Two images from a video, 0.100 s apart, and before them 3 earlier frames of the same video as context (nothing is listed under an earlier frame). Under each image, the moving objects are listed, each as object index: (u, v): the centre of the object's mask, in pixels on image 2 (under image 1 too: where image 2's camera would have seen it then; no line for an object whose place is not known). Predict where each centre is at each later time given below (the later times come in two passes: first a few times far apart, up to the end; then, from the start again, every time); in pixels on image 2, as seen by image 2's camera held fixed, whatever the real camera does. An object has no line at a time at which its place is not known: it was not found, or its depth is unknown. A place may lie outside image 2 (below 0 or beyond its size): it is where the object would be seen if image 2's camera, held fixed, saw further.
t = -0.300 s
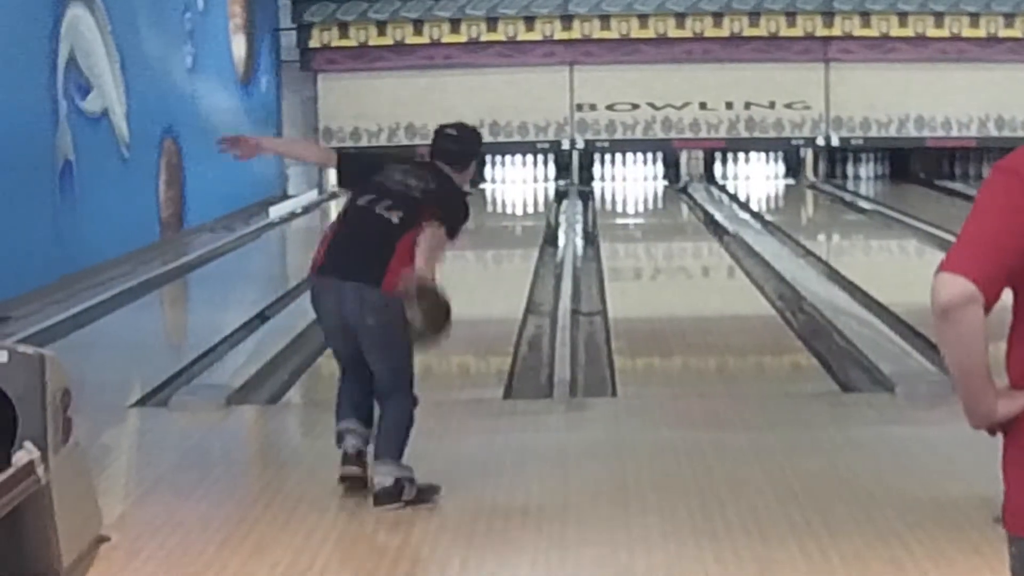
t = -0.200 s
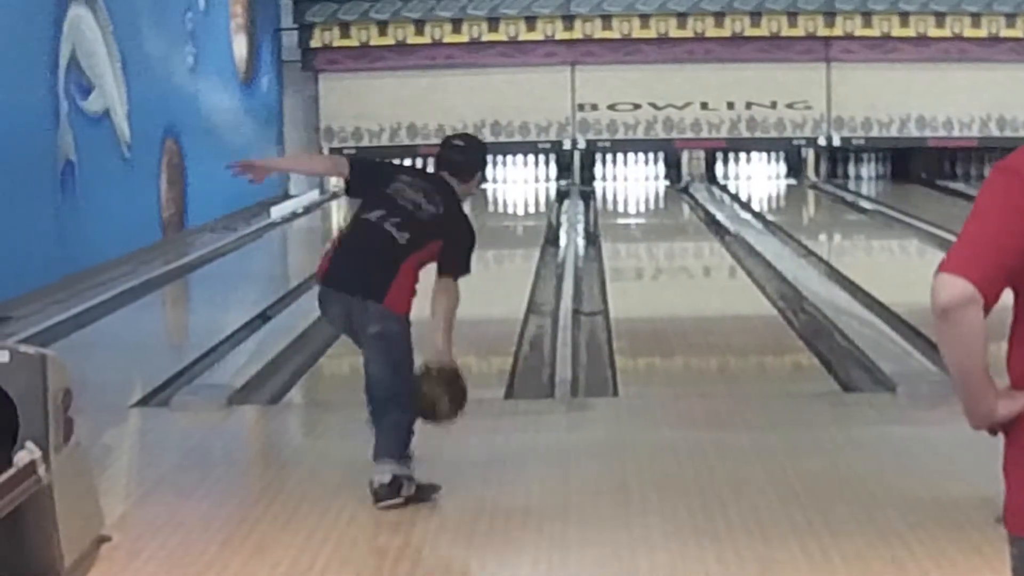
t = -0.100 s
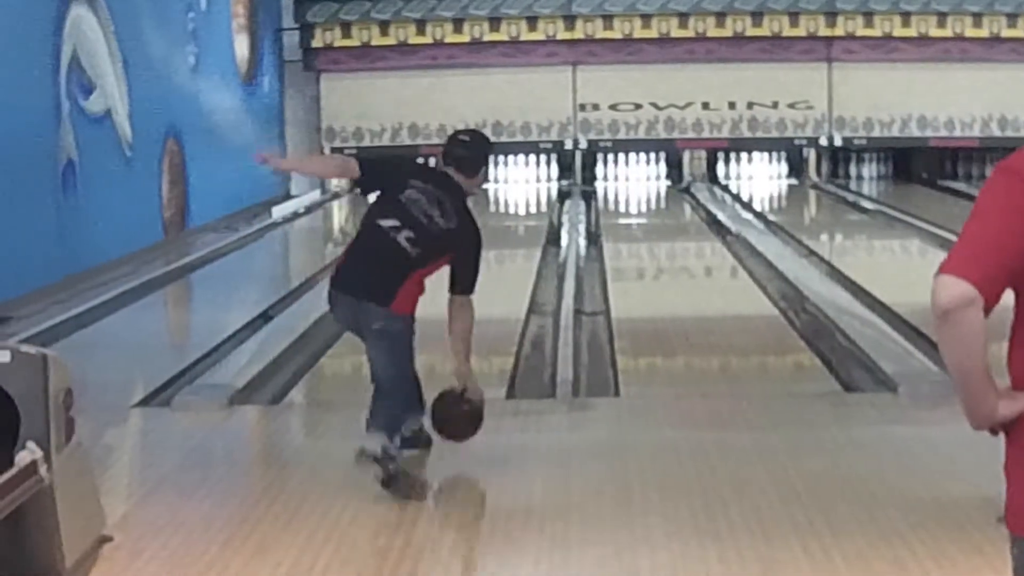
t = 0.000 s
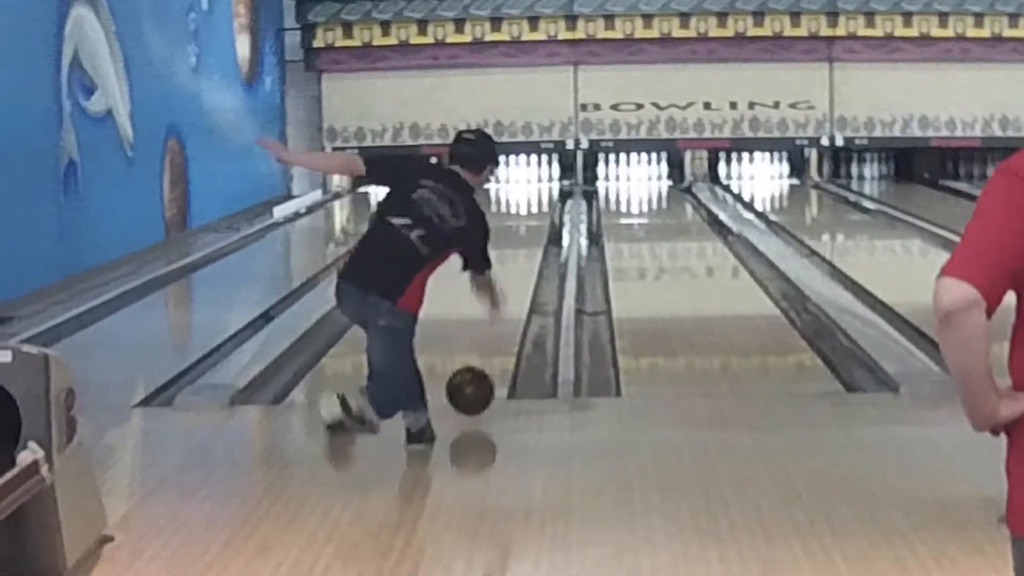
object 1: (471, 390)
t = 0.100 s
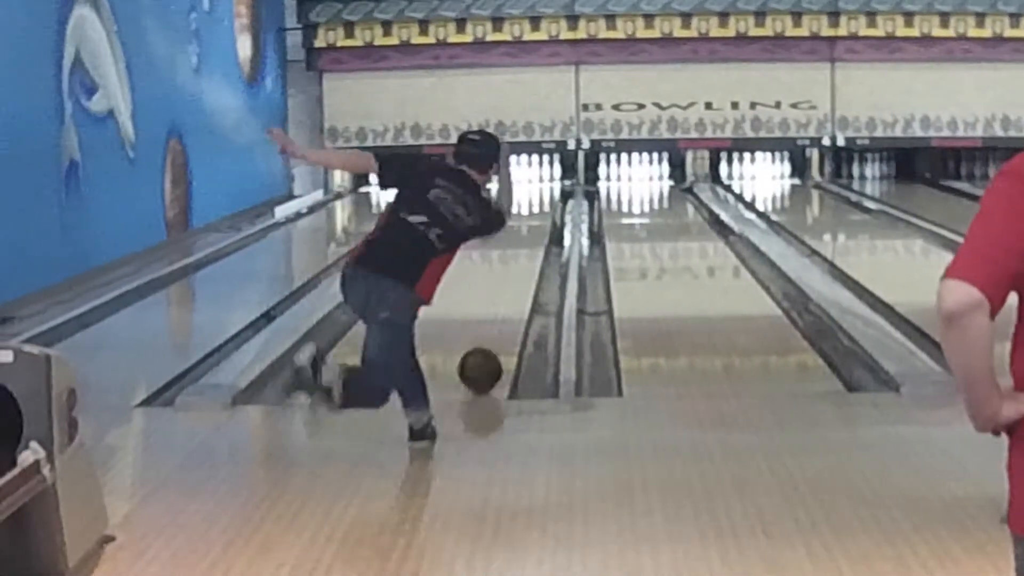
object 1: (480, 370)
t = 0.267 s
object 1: (491, 333)
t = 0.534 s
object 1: (502, 290)
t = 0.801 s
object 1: (510, 261)
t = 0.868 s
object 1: (510, 257)
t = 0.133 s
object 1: (482, 362)
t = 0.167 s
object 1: (485, 354)
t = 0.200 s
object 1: (487, 346)
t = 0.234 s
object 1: (489, 339)
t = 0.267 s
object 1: (491, 333)
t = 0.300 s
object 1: (493, 327)
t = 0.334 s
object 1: (494, 321)
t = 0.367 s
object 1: (496, 315)
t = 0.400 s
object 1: (497, 310)
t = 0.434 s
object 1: (499, 305)
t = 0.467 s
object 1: (500, 299)
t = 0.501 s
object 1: (501, 295)
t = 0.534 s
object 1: (502, 290)
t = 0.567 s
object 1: (504, 286)
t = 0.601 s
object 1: (505, 282)
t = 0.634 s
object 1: (506, 278)
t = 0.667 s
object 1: (507, 274)
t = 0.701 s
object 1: (508, 271)
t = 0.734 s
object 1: (509, 267)
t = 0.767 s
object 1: (509, 264)
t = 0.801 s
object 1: (510, 261)
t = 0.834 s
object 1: (511, 258)
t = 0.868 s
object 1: (510, 257)
